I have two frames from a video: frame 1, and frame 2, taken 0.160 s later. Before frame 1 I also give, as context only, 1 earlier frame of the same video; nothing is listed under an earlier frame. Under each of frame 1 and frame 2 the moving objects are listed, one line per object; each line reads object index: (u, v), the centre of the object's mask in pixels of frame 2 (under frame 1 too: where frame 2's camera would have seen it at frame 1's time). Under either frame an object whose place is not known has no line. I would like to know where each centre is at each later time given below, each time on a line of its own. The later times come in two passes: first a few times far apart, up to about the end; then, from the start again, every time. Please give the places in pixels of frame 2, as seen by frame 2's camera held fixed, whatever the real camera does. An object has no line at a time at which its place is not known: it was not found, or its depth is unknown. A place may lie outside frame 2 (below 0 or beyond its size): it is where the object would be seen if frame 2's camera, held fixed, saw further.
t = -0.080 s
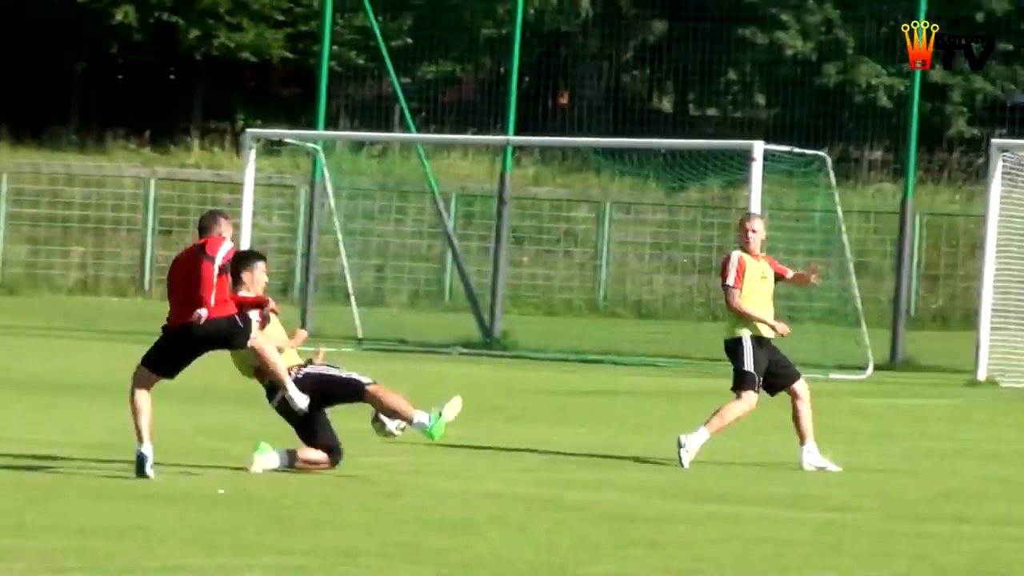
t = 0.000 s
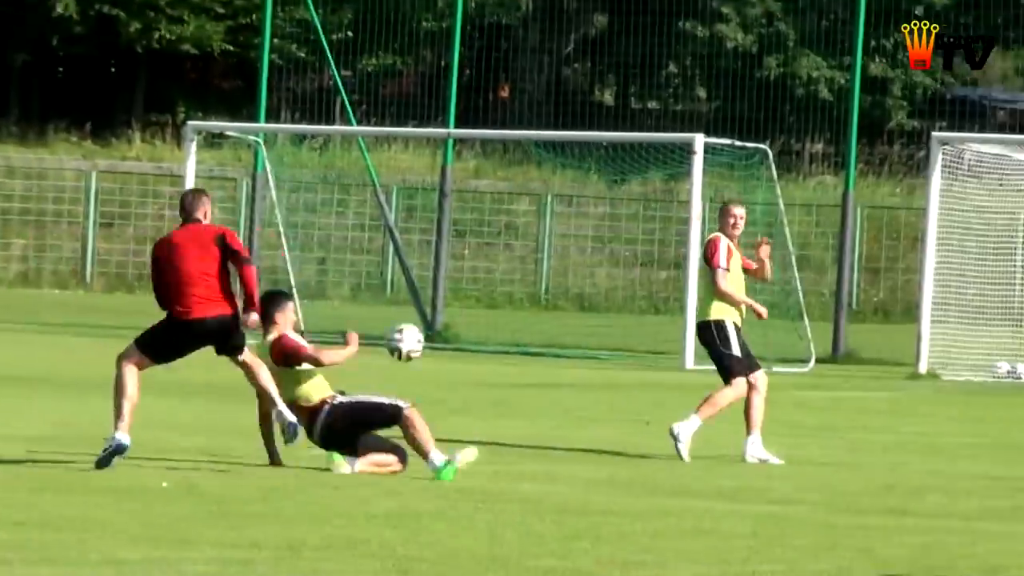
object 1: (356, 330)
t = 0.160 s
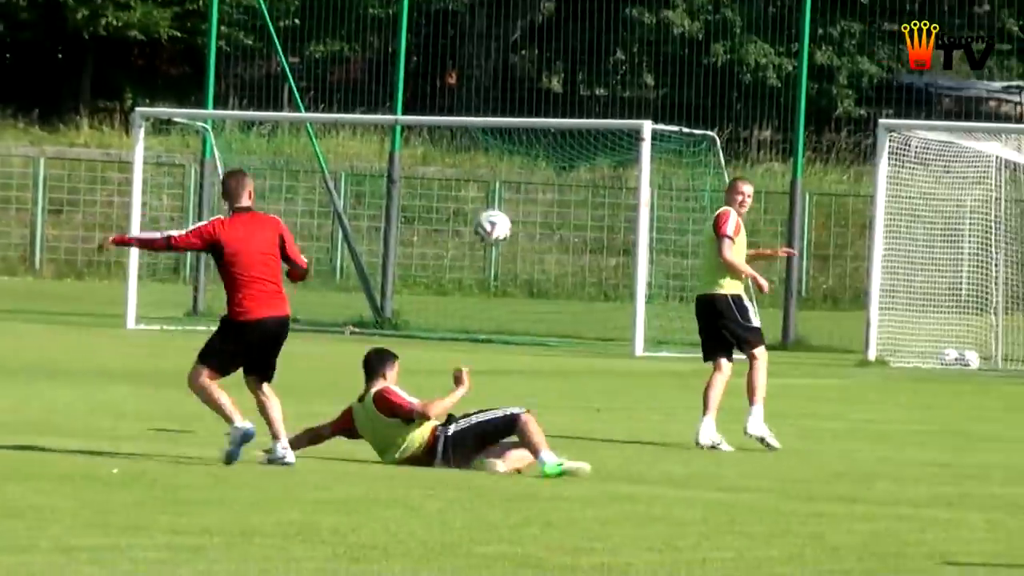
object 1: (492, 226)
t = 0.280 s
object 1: (589, 179)
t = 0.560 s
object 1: (791, 153)
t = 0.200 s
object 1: (526, 208)
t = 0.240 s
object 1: (558, 193)
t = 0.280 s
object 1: (589, 179)
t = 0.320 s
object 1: (620, 167)
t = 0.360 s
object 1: (649, 160)
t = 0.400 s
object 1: (681, 153)
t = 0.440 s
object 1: (709, 148)
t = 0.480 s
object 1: (737, 148)
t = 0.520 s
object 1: (765, 150)
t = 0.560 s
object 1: (791, 153)
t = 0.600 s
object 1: (820, 158)
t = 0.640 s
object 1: (847, 166)
